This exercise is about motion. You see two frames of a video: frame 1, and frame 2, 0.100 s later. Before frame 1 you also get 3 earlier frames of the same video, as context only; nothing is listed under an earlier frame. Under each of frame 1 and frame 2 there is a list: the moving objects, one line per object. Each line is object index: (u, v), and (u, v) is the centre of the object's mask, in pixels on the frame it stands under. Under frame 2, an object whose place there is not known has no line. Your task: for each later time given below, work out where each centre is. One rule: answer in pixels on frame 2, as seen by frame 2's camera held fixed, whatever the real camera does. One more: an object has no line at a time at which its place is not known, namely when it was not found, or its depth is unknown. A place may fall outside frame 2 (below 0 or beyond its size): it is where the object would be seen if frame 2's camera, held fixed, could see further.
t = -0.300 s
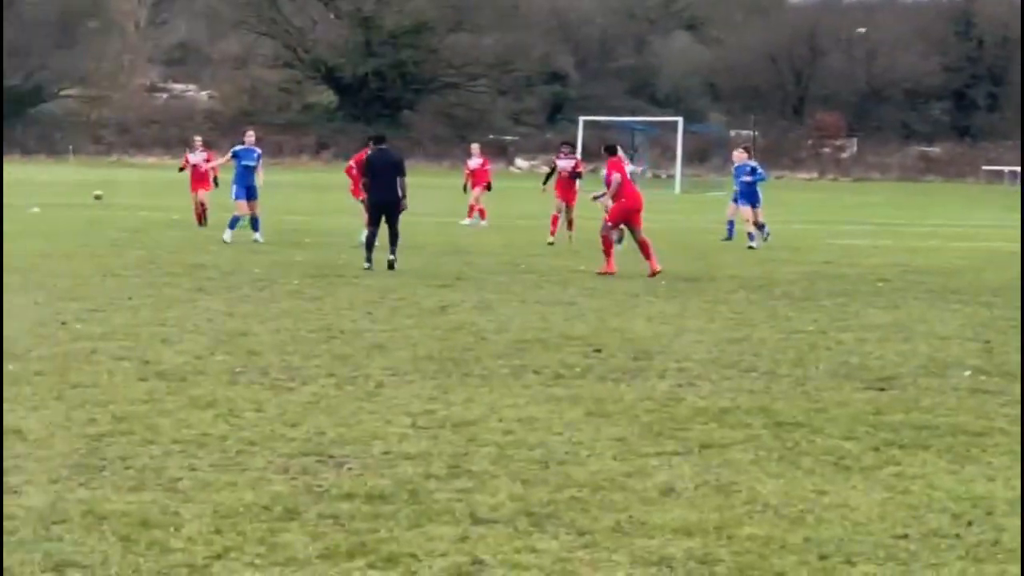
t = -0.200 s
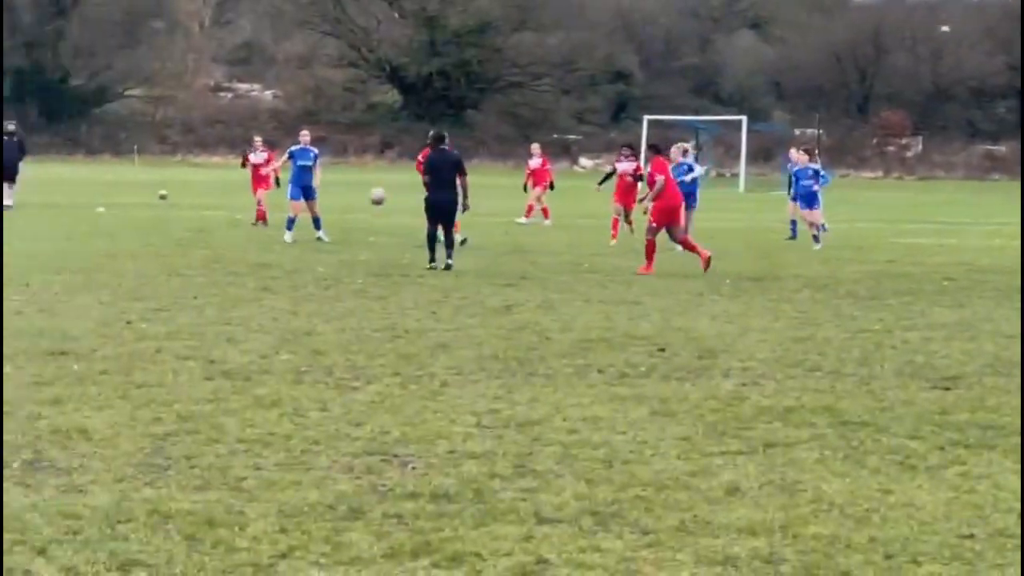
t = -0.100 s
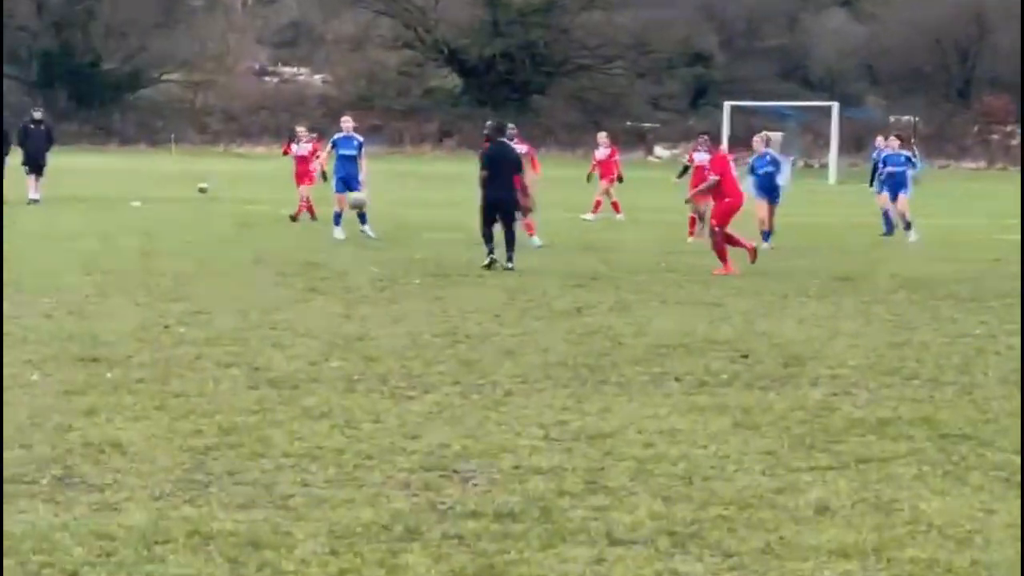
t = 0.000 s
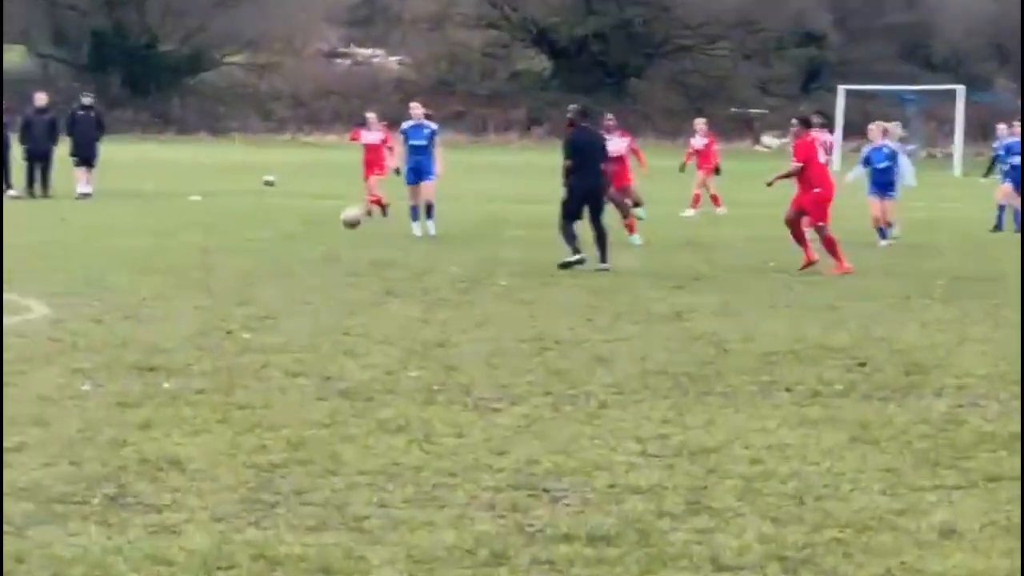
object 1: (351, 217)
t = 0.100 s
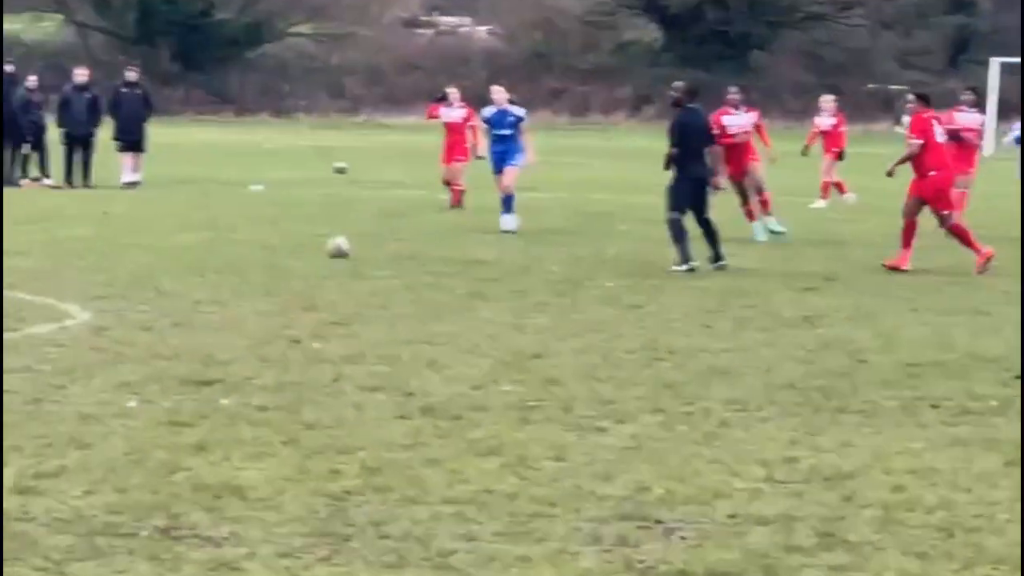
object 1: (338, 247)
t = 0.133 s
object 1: (316, 239)
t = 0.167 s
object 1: (292, 228)
